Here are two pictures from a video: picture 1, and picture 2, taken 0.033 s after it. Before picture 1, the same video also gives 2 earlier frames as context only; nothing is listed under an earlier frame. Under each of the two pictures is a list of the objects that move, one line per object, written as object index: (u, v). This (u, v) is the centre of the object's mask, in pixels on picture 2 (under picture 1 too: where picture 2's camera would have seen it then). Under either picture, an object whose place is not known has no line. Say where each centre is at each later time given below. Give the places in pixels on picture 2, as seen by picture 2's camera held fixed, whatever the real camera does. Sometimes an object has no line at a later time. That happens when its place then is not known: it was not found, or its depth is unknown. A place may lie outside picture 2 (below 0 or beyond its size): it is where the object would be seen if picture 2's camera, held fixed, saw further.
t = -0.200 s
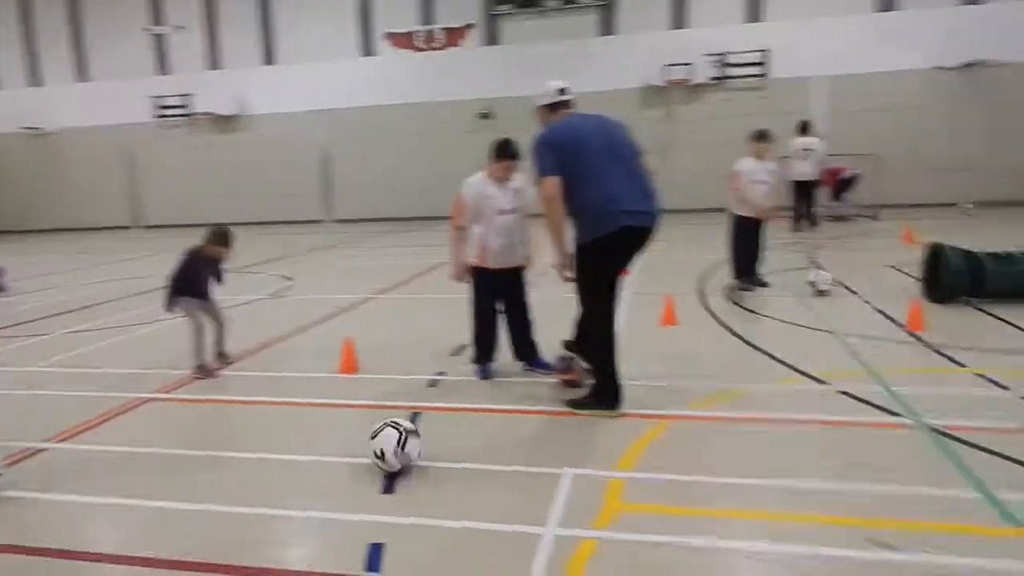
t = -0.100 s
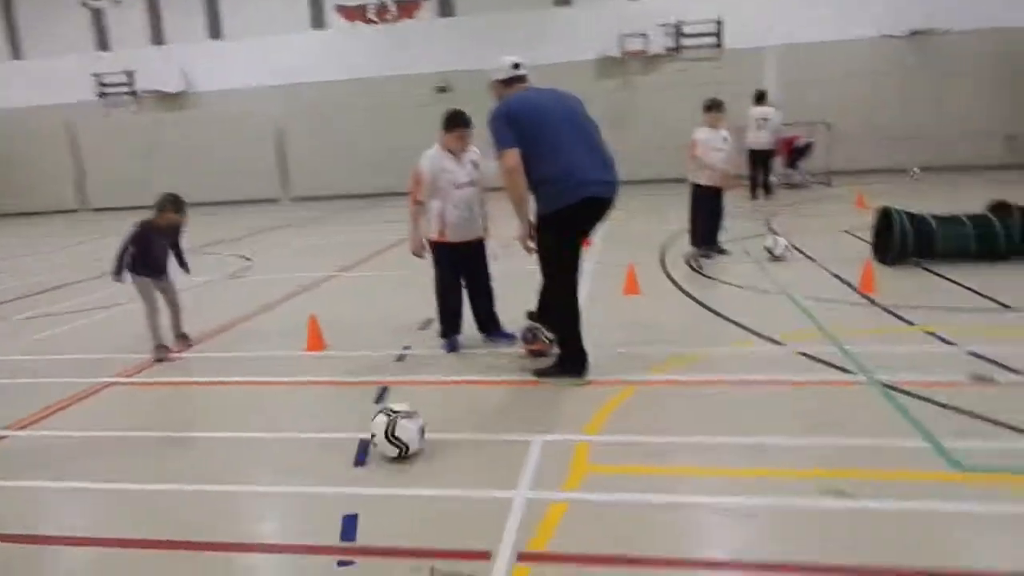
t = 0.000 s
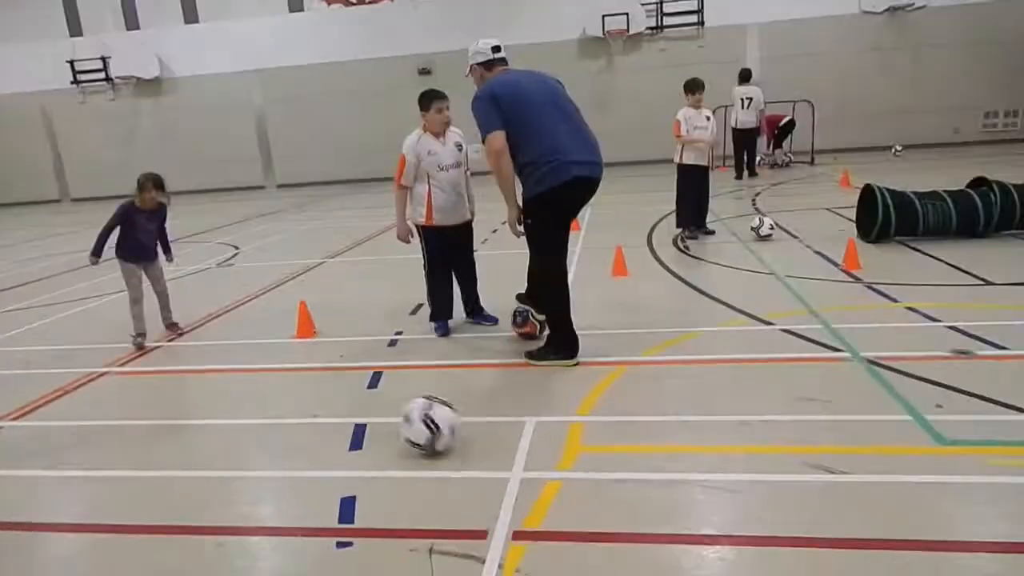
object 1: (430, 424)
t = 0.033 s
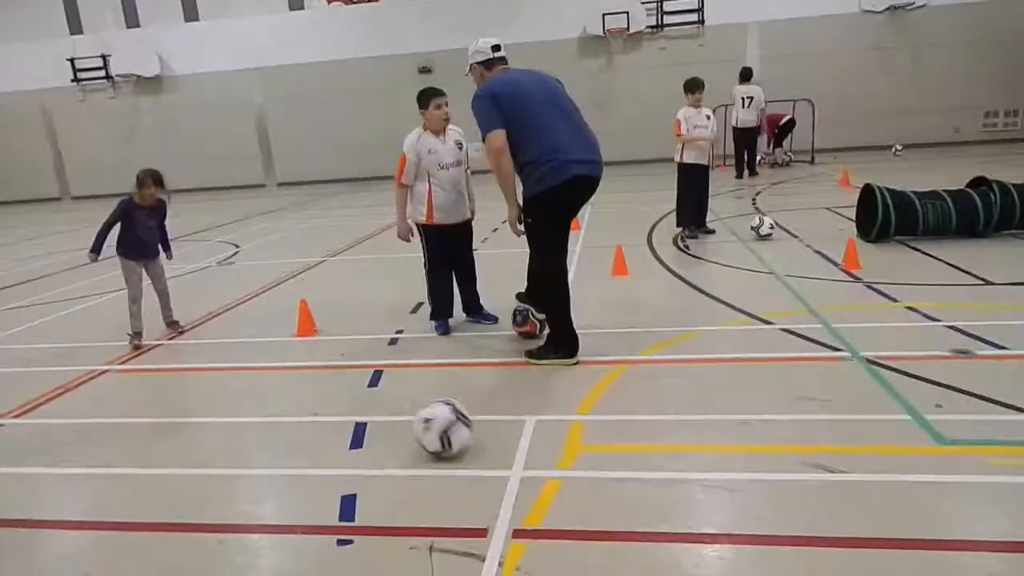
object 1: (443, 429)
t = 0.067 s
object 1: (457, 432)
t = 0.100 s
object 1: (470, 435)
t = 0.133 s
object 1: (482, 440)
